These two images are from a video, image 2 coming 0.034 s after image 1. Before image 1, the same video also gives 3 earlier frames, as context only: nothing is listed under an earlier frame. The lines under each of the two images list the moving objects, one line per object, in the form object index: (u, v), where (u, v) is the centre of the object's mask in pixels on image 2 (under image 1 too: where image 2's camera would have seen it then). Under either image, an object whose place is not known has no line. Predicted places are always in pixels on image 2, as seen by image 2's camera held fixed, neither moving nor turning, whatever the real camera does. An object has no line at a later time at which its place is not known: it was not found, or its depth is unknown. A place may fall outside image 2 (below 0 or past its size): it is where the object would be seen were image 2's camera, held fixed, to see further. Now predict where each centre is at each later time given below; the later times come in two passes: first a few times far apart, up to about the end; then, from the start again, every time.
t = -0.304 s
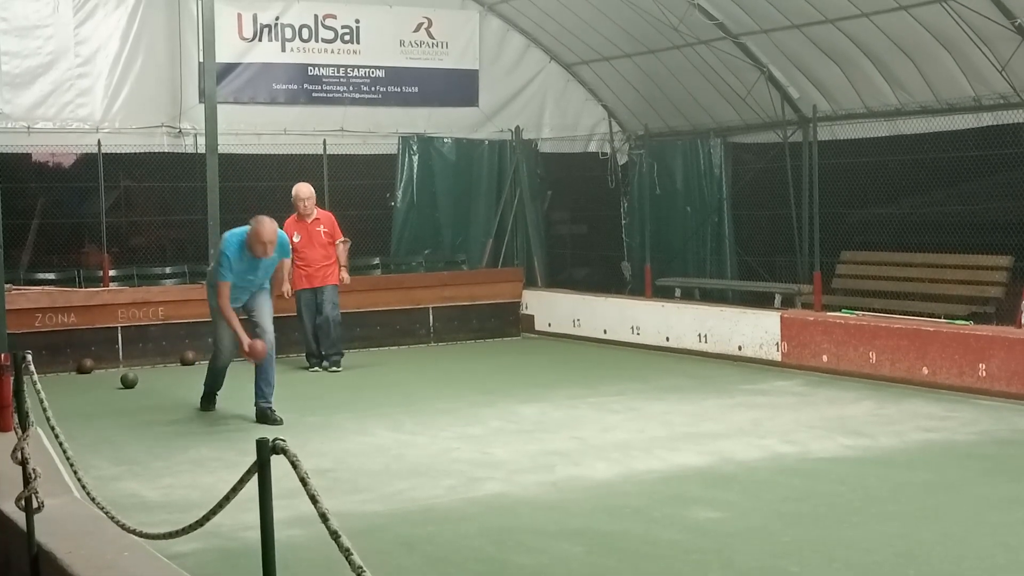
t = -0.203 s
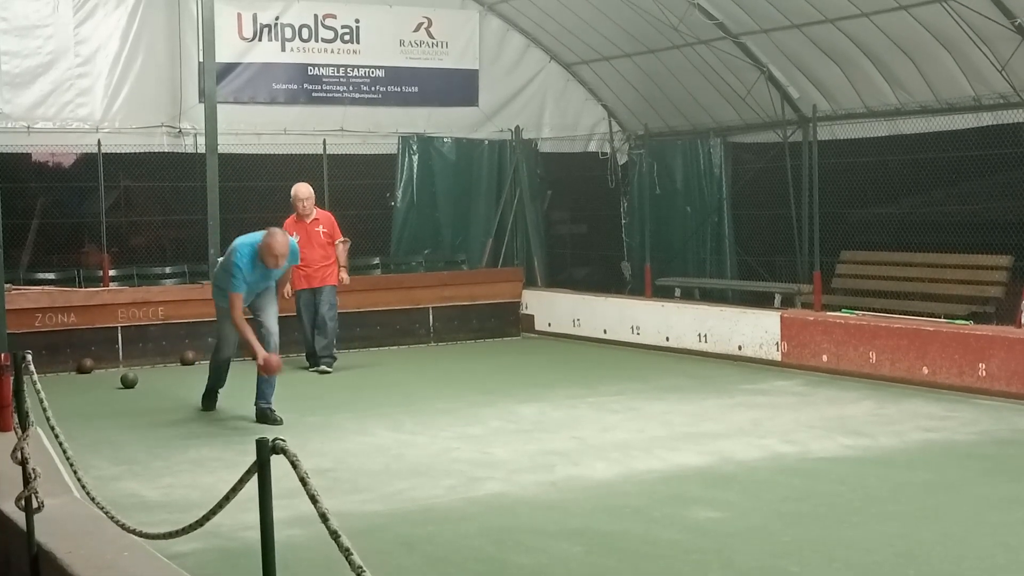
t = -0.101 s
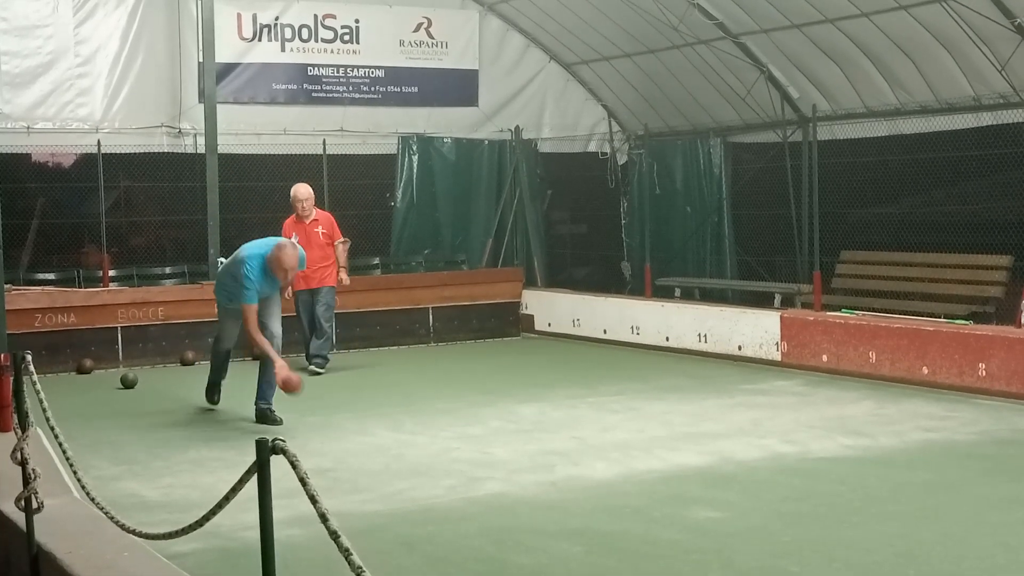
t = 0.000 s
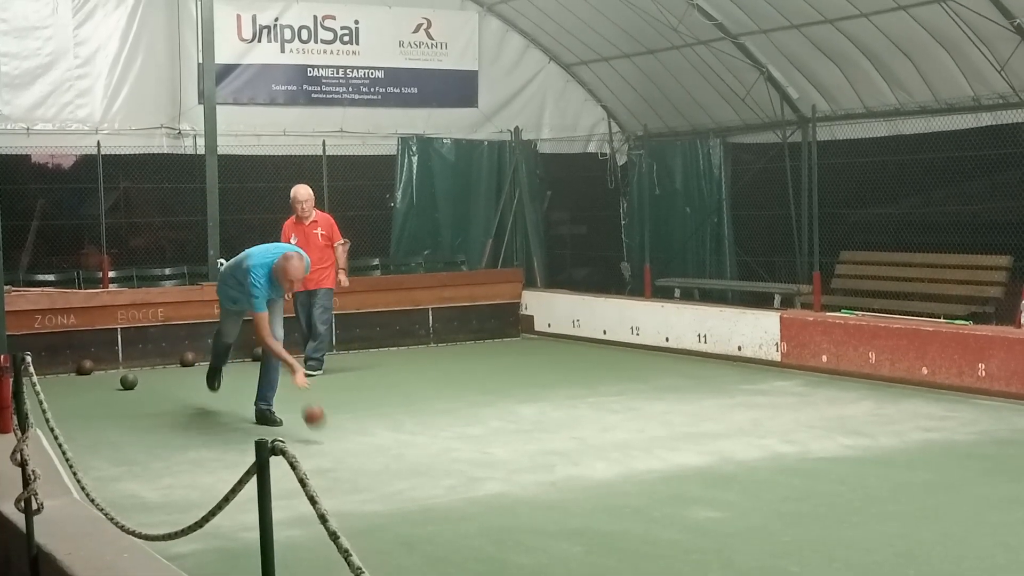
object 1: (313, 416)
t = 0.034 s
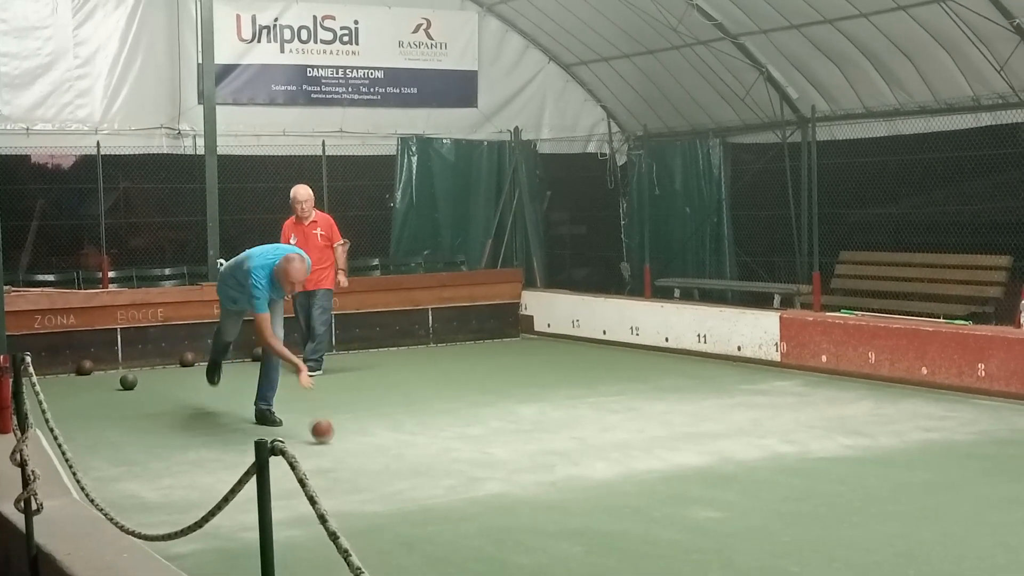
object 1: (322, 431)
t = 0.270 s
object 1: (363, 442)
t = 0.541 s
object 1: (418, 455)
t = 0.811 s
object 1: (479, 470)
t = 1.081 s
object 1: (545, 487)
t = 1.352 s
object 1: (620, 506)
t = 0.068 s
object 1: (327, 429)
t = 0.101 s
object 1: (333, 428)
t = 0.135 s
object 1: (339, 429)
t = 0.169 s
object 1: (344, 432)
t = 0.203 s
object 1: (350, 438)
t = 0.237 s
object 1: (357, 439)
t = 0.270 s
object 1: (363, 442)
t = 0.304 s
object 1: (370, 443)
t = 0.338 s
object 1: (377, 445)
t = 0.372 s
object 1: (383, 447)
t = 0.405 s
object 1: (390, 448)
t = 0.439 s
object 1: (397, 450)
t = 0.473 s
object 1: (404, 452)
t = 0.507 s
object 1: (411, 454)
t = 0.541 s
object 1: (418, 455)
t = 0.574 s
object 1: (425, 457)
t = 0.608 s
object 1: (433, 459)
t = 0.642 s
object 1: (440, 461)
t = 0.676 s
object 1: (448, 462)
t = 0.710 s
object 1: (455, 464)
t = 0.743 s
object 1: (463, 466)
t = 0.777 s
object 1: (471, 468)
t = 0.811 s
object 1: (479, 470)
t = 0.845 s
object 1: (486, 472)
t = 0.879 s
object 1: (495, 474)
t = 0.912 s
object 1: (502, 476)
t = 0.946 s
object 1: (511, 478)
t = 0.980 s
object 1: (520, 480)
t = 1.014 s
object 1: (528, 483)
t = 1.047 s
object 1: (537, 485)
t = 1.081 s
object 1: (545, 487)
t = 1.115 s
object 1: (554, 490)
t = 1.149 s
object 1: (563, 492)
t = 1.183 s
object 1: (572, 494)
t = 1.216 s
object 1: (581, 497)
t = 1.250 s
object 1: (590, 499)
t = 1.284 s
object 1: (599, 502)
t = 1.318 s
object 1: (610, 505)
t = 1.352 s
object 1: (620, 506)
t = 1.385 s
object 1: (629, 509)
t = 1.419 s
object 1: (640, 512)
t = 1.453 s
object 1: (650, 515)
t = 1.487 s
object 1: (660, 517)
